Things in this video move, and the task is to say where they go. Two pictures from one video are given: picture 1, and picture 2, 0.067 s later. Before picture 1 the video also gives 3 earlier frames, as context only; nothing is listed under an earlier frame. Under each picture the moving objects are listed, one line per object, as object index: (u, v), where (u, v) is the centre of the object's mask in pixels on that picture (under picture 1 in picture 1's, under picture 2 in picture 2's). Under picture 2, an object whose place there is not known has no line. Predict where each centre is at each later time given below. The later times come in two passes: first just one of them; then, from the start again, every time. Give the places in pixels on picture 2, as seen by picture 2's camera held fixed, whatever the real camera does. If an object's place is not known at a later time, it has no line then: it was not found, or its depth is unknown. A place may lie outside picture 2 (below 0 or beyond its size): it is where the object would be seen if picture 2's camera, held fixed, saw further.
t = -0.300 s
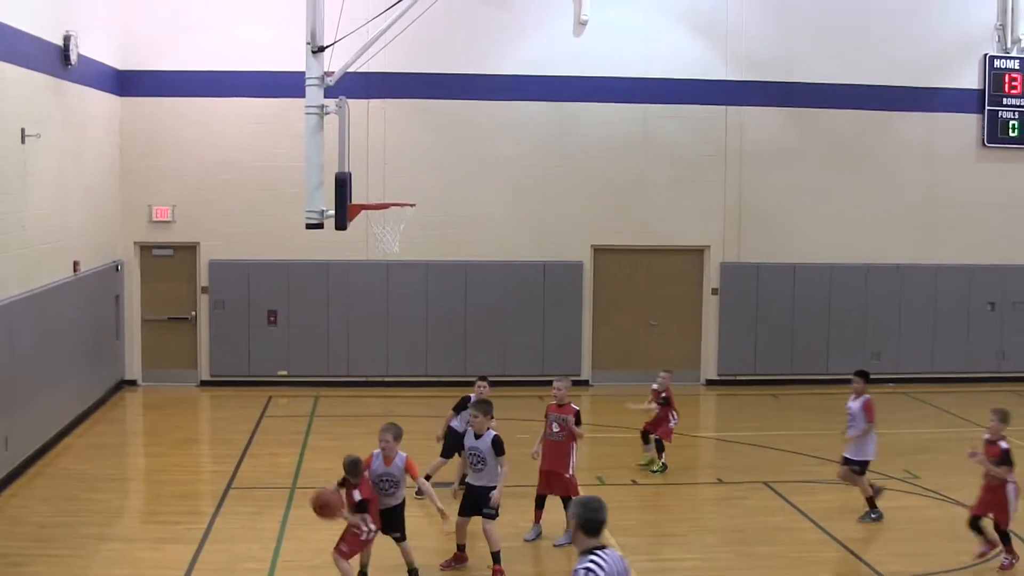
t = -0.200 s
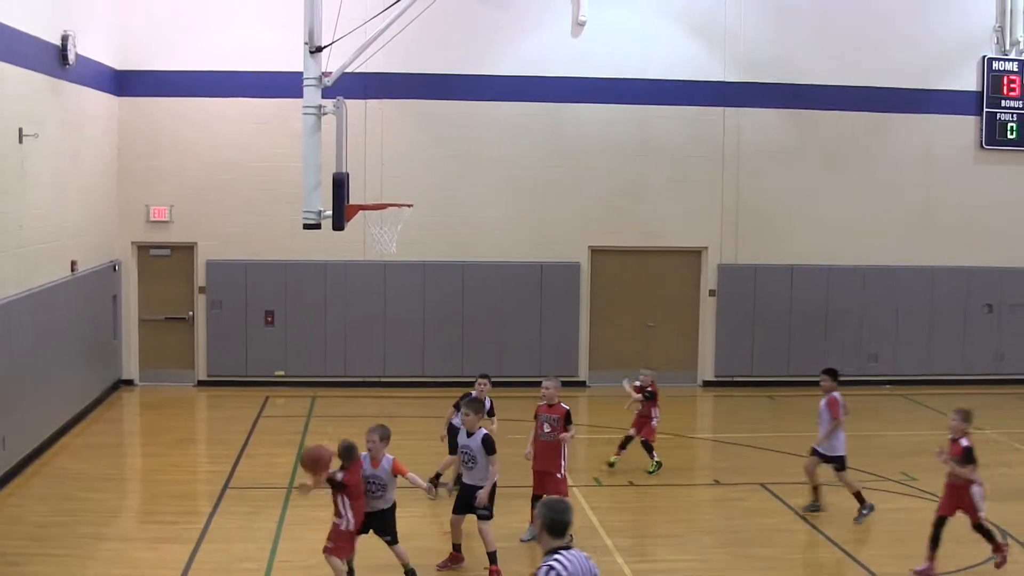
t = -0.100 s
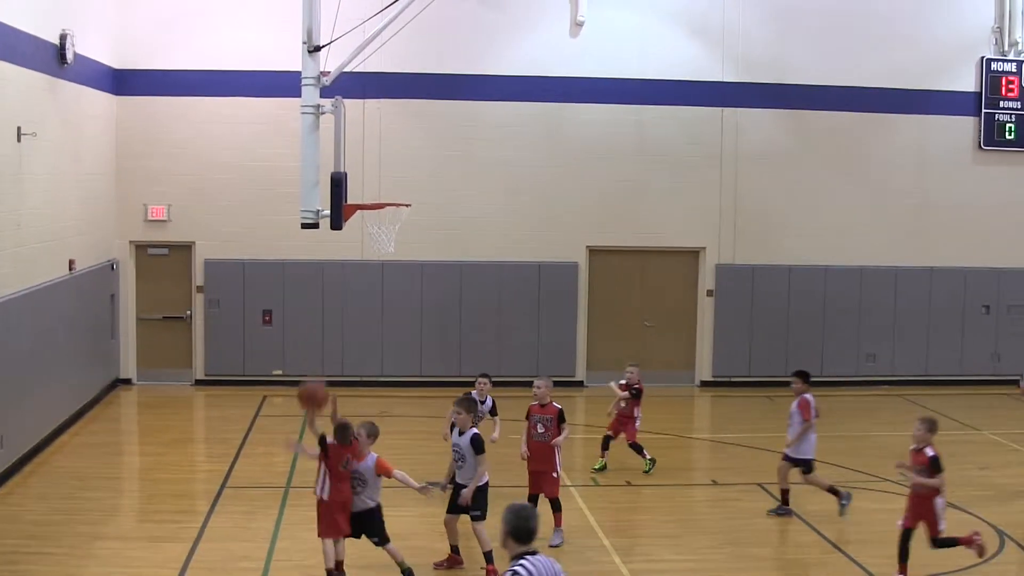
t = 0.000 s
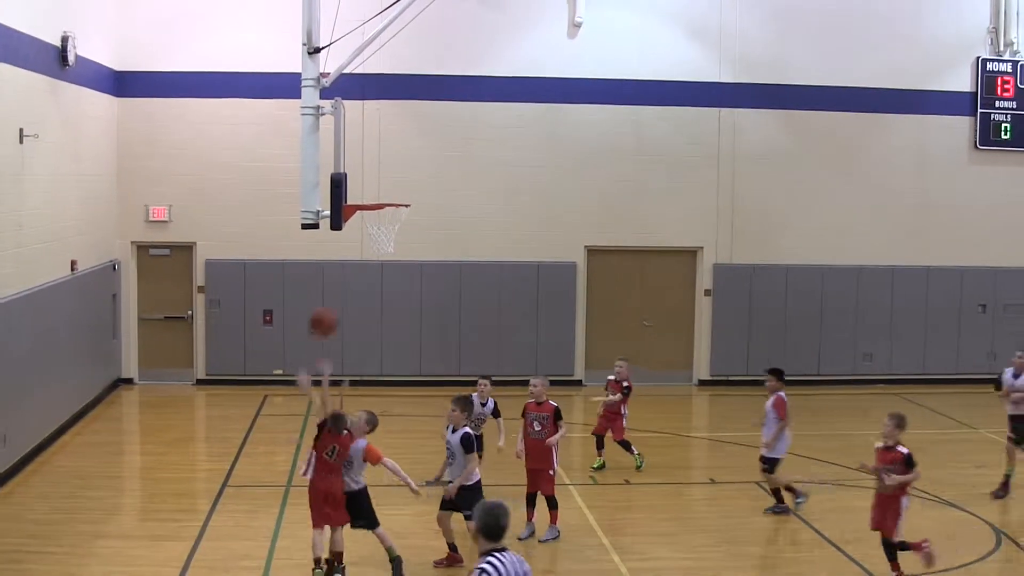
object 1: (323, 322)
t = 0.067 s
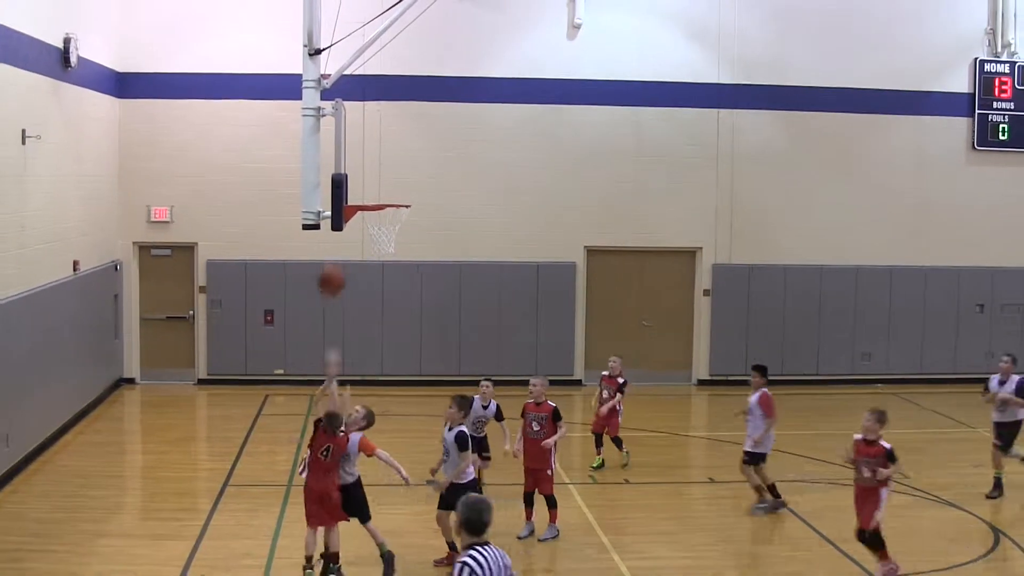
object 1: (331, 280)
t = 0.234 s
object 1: (349, 205)
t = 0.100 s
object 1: (335, 261)
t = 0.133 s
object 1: (339, 245)
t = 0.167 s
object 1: (343, 230)
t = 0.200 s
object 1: (347, 217)
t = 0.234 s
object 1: (349, 205)
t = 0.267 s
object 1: (353, 195)
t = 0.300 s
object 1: (356, 185)
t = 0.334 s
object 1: (359, 178)
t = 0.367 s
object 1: (362, 171)
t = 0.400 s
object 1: (365, 166)
